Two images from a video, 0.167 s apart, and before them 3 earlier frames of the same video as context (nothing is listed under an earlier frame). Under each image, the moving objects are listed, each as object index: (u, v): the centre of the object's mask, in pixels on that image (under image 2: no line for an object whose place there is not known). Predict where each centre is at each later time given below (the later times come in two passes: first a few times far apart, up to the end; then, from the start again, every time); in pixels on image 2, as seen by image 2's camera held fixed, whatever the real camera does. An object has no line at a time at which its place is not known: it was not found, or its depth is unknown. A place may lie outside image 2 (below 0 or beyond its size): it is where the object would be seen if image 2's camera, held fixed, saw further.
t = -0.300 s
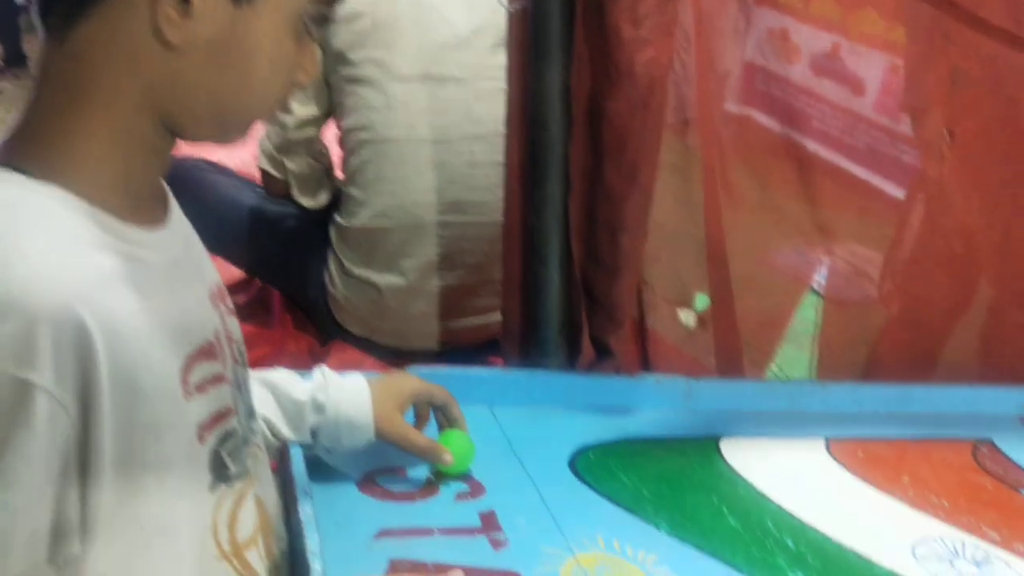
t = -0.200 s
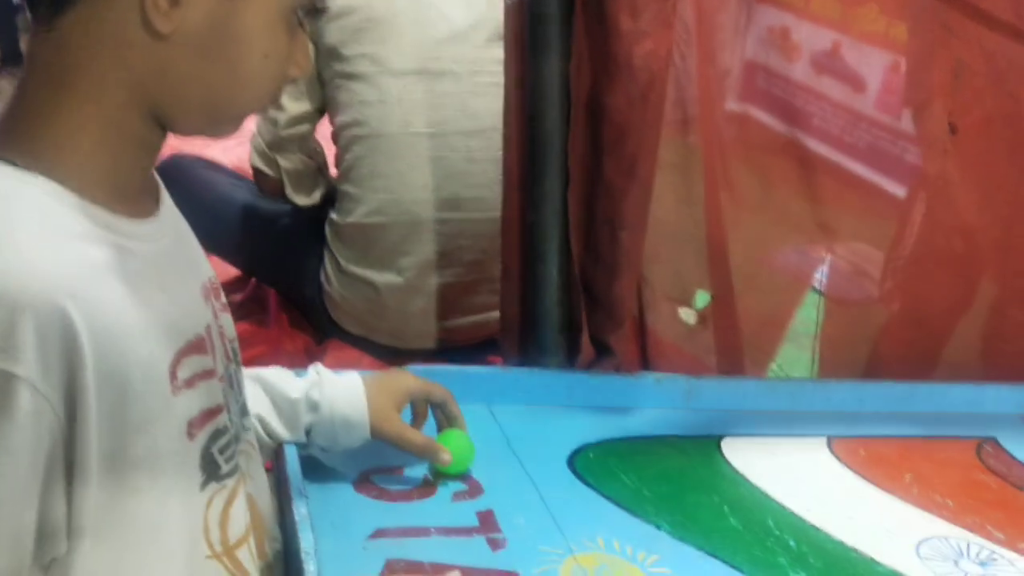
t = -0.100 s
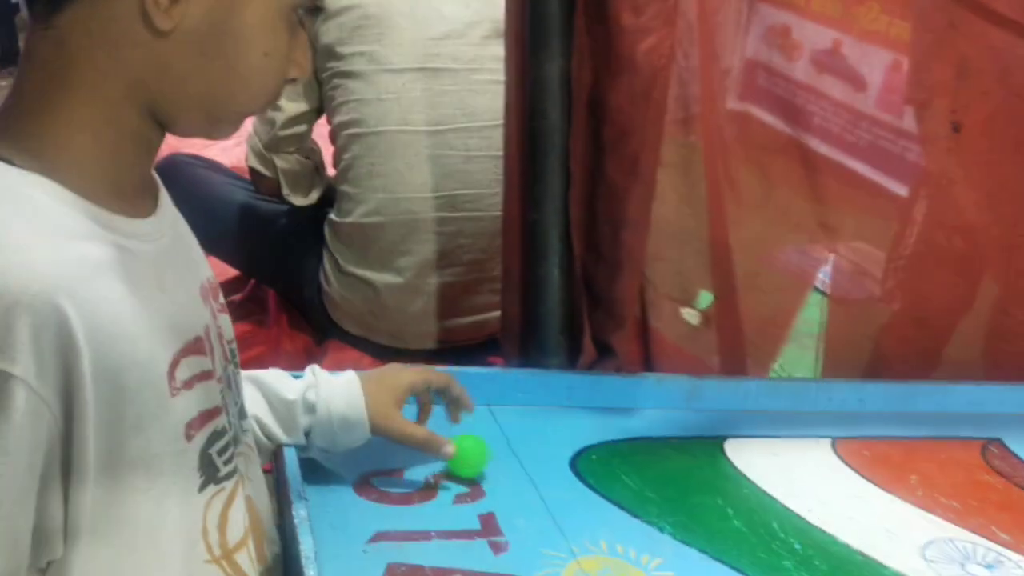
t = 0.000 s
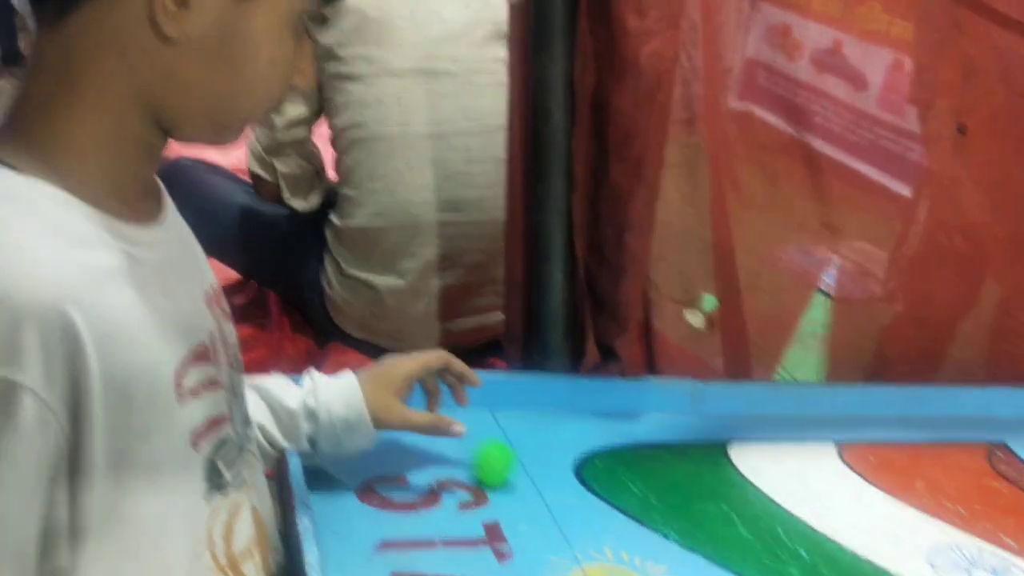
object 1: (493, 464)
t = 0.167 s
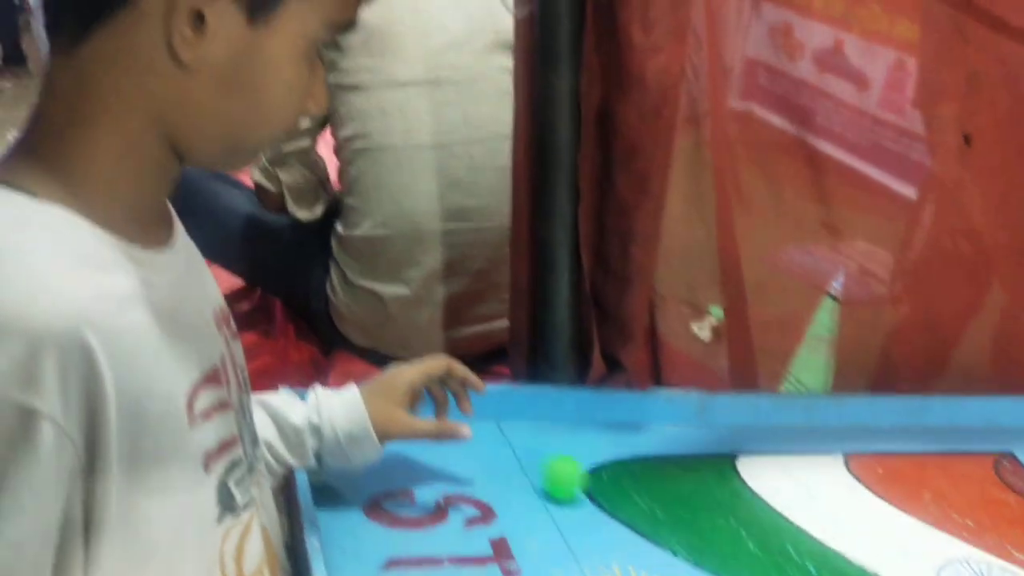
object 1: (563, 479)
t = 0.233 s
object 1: (599, 480)
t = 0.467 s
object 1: (730, 477)
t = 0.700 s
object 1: (895, 470)
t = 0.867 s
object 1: (1002, 463)
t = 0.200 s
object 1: (581, 480)
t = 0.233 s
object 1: (599, 480)
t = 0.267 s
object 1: (615, 479)
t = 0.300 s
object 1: (633, 478)
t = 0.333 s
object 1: (652, 477)
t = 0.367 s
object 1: (671, 477)
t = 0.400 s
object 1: (691, 477)
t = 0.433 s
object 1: (711, 478)
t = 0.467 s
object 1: (730, 477)
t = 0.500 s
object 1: (750, 477)
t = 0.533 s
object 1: (776, 478)
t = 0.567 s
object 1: (799, 477)
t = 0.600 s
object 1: (824, 471)
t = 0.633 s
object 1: (850, 473)
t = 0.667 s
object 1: (873, 469)
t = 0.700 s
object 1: (895, 470)
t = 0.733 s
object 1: (918, 469)
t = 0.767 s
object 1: (942, 466)
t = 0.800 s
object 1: (965, 468)
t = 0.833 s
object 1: (988, 462)
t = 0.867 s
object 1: (1002, 463)
